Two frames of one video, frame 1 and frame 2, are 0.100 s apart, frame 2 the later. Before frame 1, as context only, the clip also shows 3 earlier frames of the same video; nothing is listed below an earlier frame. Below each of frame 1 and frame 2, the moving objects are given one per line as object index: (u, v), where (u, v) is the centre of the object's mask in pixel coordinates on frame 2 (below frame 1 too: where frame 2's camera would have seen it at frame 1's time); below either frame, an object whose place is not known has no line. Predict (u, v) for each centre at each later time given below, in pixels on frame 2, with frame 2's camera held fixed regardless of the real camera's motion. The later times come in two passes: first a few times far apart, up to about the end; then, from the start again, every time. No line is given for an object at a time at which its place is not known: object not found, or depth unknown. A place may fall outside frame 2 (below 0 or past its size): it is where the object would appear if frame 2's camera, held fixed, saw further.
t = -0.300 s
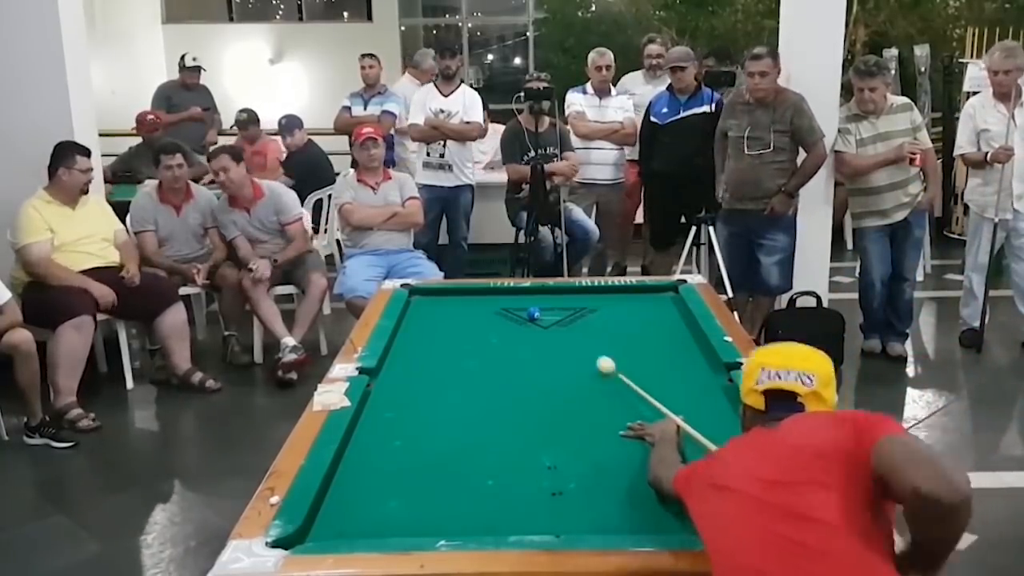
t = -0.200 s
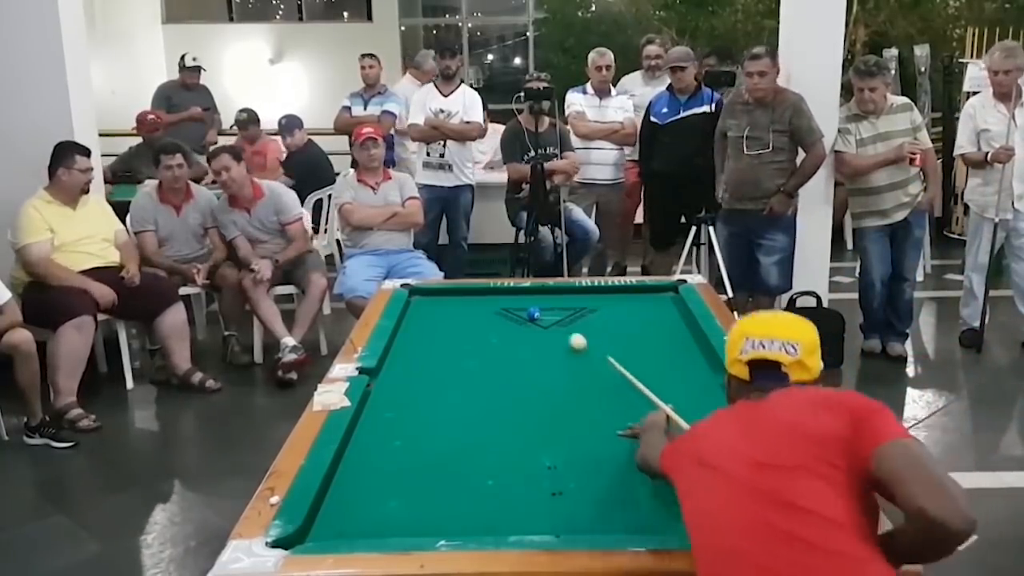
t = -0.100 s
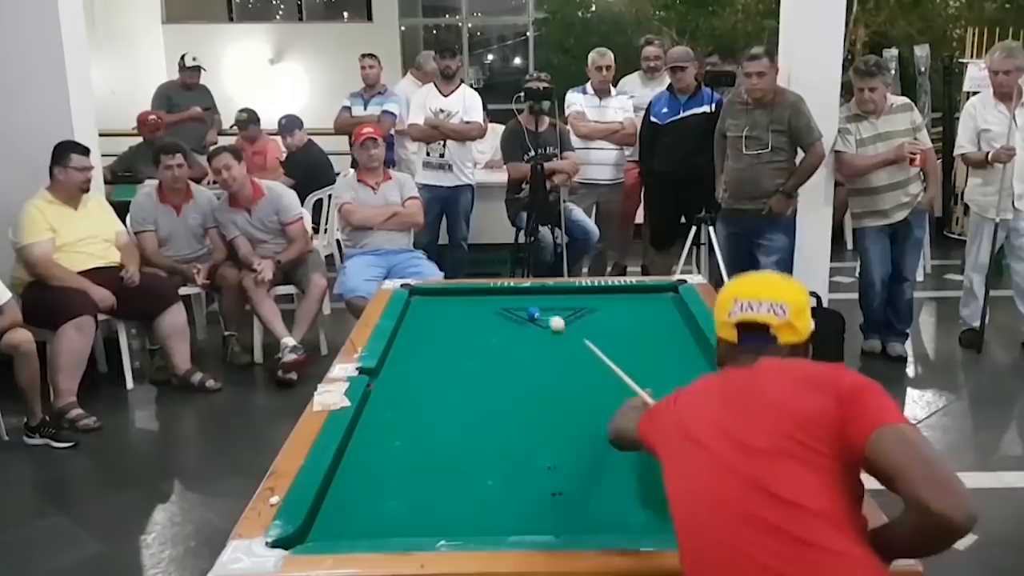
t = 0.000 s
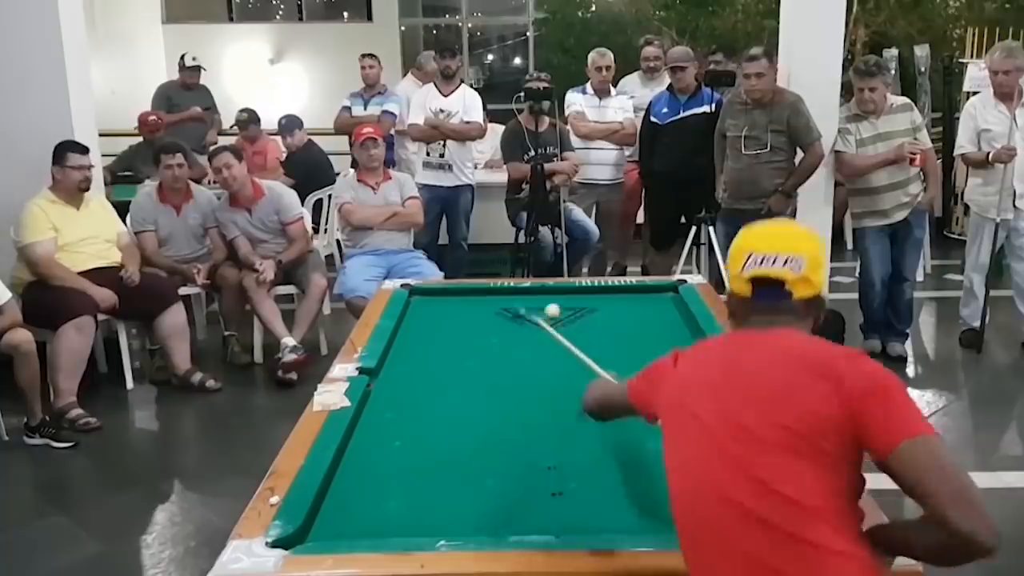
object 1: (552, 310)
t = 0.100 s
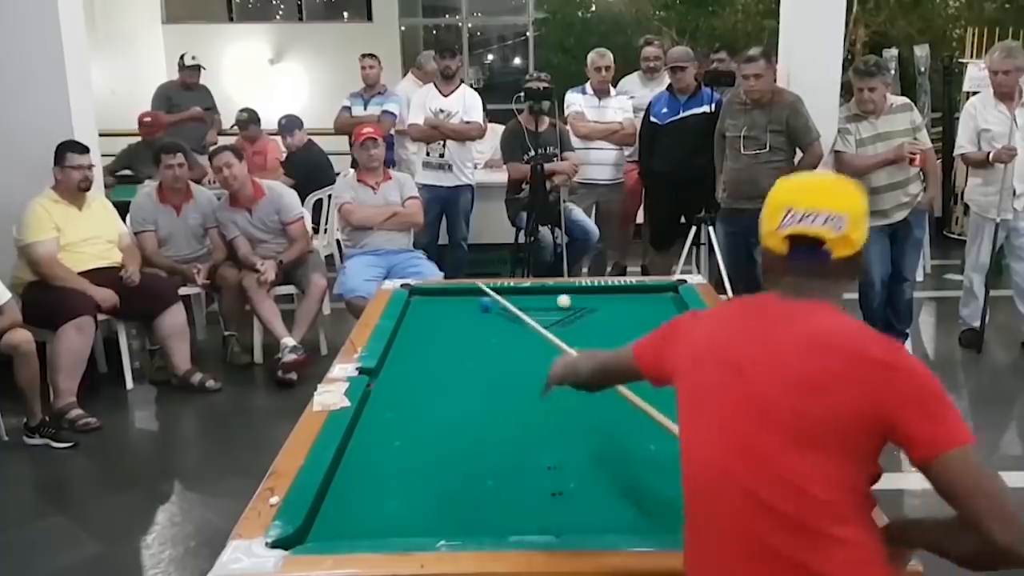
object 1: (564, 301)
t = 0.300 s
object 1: (577, 294)
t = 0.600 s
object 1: (603, 309)
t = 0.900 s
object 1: (632, 327)
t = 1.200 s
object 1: (664, 345)
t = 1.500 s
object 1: (699, 366)
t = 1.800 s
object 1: (720, 387)
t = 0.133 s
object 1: (566, 298)
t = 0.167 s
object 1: (568, 294)
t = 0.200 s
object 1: (570, 292)
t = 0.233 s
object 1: (572, 289)
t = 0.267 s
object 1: (574, 291)
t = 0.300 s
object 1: (577, 294)
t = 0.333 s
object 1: (581, 295)
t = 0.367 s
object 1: (583, 297)
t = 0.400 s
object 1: (586, 299)
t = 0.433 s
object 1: (589, 301)
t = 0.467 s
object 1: (592, 303)
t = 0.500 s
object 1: (595, 305)
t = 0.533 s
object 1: (597, 306)
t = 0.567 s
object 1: (600, 307)
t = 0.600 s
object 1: (603, 309)
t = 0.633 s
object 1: (606, 311)
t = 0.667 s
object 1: (609, 313)
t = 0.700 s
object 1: (612, 315)
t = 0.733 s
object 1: (616, 317)
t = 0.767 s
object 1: (619, 319)
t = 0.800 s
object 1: (622, 321)
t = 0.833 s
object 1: (625, 323)
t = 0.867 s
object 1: (629, 325)
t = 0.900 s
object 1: (632, 327)
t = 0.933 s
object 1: (636, 329)
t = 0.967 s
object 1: (639, 331)
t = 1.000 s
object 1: (643, 333)
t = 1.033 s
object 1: (646, 335)
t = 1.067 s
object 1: (649, 337)
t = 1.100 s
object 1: (653, 339)
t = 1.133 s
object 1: (657, 341)
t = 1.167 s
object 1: (660, 343)
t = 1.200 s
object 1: (664, 345)
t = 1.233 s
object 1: (668, 348)
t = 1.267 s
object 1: (672, 350)
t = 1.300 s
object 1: (675, 352)
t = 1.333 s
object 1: (680, 355)
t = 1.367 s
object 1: (683, 357)
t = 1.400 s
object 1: (687, 359)
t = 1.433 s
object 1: (691, 362)
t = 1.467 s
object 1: (695, 364)
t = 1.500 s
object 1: (699, 366)
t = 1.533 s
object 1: (703, 368)
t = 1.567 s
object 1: (707, 371)
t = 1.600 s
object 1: (711, 373)
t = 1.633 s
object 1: (715, 375)
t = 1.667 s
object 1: (720, 378)
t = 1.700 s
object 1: (721, 380)
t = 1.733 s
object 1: (721, 383)
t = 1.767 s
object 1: (721, 385)
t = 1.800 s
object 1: (720, 387)
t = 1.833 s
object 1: (720, 389)
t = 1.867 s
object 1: (719, 391)
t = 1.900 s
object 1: (719, 393)
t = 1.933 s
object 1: (718, 395)
